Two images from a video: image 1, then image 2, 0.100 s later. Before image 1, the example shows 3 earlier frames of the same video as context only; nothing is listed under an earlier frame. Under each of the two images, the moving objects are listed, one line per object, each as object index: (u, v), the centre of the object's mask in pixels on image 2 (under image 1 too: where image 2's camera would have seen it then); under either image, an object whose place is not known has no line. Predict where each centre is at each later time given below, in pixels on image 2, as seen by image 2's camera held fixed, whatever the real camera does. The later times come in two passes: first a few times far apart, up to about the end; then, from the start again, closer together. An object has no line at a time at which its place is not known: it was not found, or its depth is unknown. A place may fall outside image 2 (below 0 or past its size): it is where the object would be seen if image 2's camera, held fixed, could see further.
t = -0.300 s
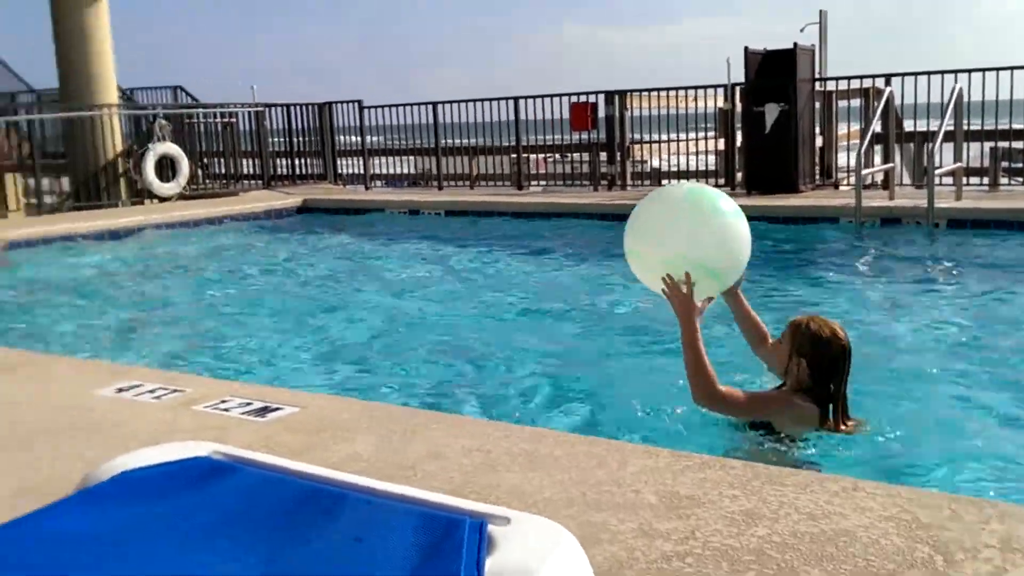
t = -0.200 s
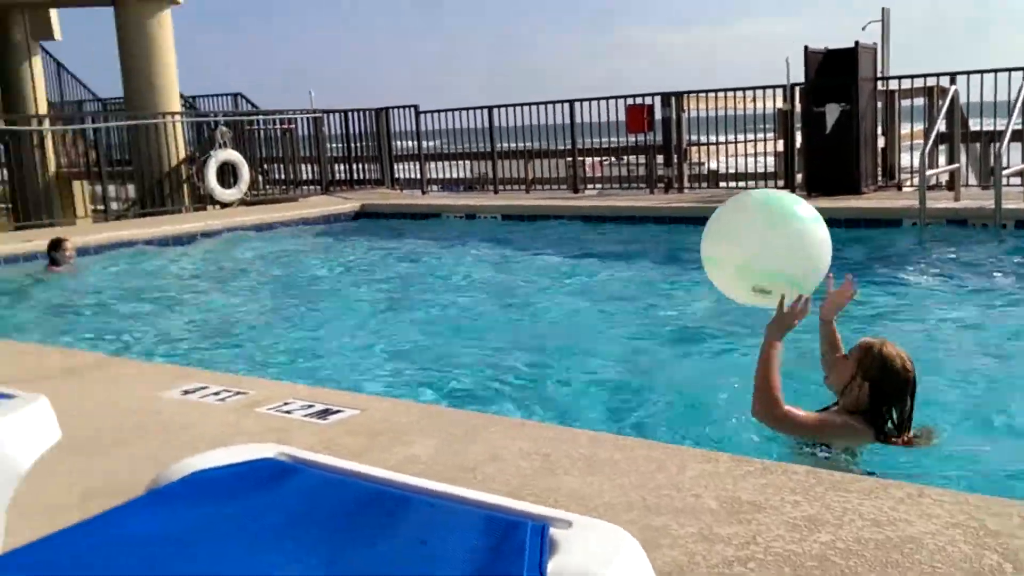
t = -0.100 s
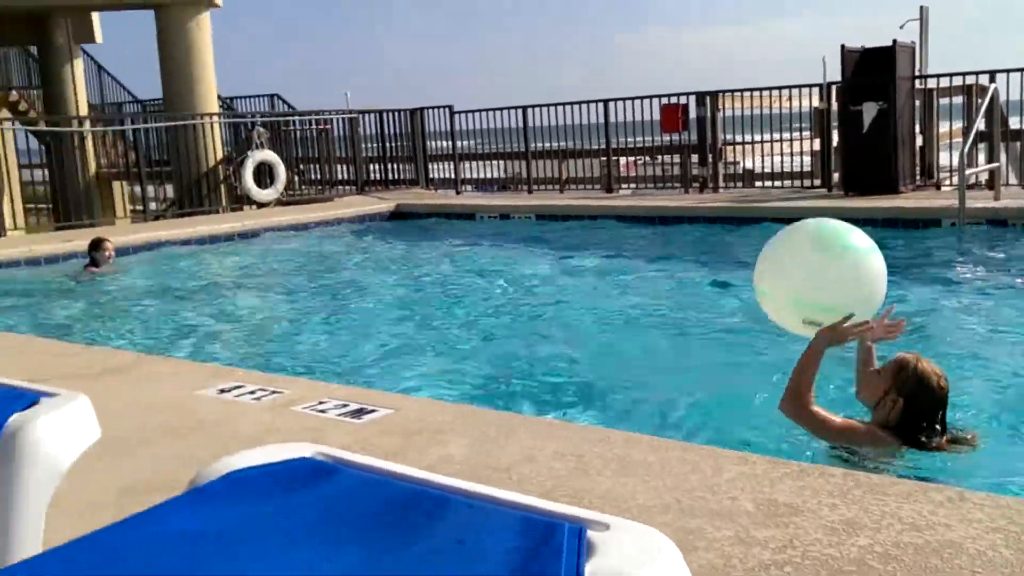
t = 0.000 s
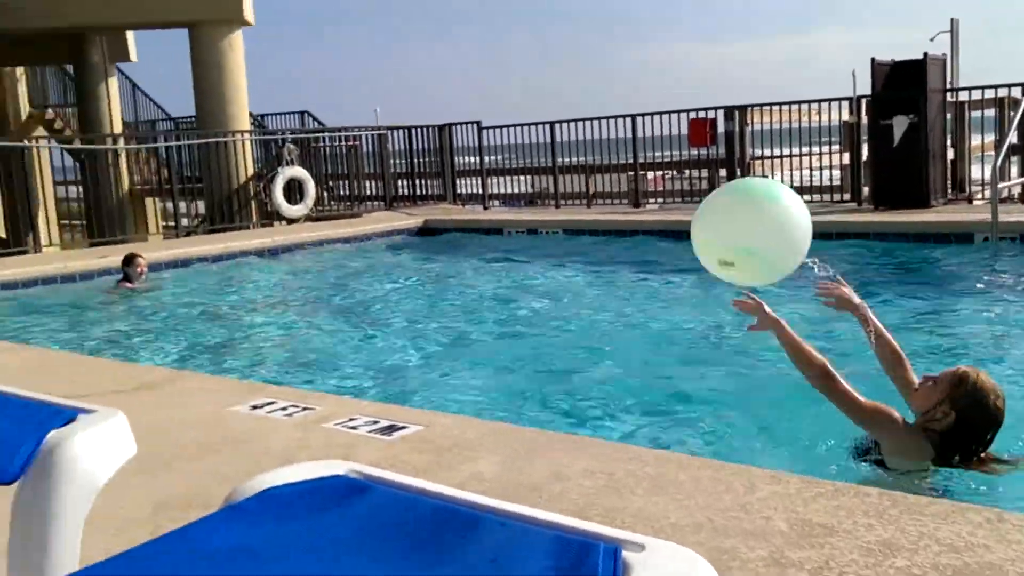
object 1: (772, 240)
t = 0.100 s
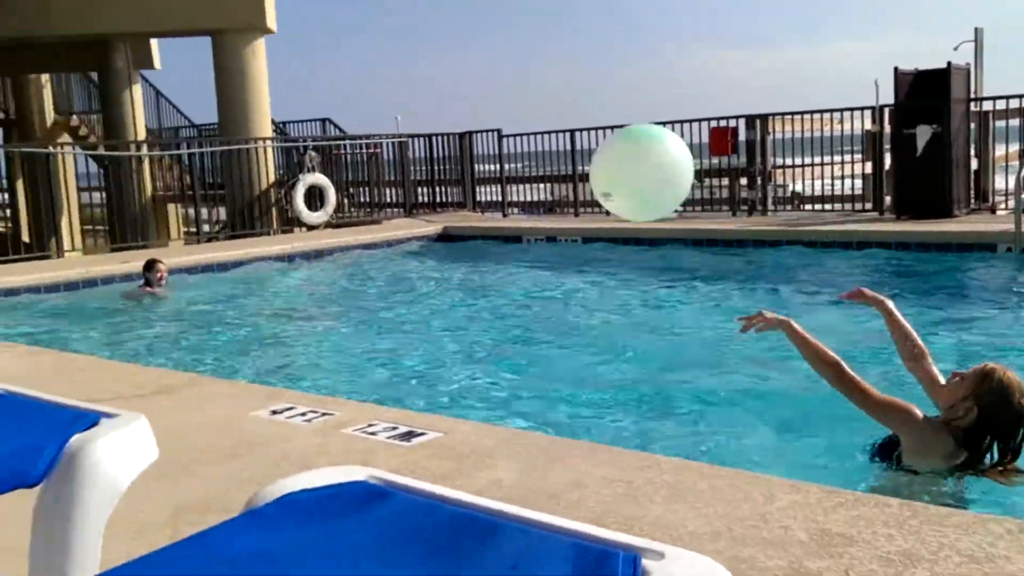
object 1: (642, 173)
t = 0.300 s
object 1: (453, 136)
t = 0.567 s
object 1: (299, 205)
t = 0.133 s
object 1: (605, 158)
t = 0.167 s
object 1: (571, 148)
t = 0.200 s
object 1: (539, 141)
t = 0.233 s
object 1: (508, 136)
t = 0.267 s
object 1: (480, 135)
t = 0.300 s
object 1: (453, 136)
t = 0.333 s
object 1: (428, 139)
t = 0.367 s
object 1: (404, 144)
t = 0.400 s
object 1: (384, 150)
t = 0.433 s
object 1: (364, 159)
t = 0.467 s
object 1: (346, 168)
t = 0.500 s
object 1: (331, 180)
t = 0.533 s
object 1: (314, 192)
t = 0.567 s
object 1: (299, 205)
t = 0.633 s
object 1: (278, 238)
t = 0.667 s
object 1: (268, 254)
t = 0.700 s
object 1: (261, 272)
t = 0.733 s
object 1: (255, 286)
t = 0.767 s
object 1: (252, 286)
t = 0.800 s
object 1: (251, 289)
